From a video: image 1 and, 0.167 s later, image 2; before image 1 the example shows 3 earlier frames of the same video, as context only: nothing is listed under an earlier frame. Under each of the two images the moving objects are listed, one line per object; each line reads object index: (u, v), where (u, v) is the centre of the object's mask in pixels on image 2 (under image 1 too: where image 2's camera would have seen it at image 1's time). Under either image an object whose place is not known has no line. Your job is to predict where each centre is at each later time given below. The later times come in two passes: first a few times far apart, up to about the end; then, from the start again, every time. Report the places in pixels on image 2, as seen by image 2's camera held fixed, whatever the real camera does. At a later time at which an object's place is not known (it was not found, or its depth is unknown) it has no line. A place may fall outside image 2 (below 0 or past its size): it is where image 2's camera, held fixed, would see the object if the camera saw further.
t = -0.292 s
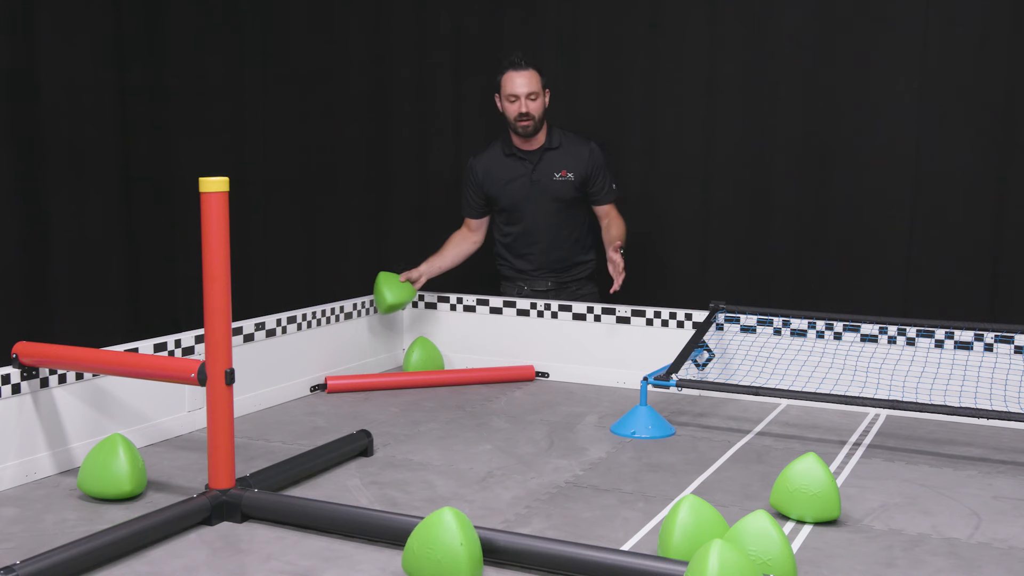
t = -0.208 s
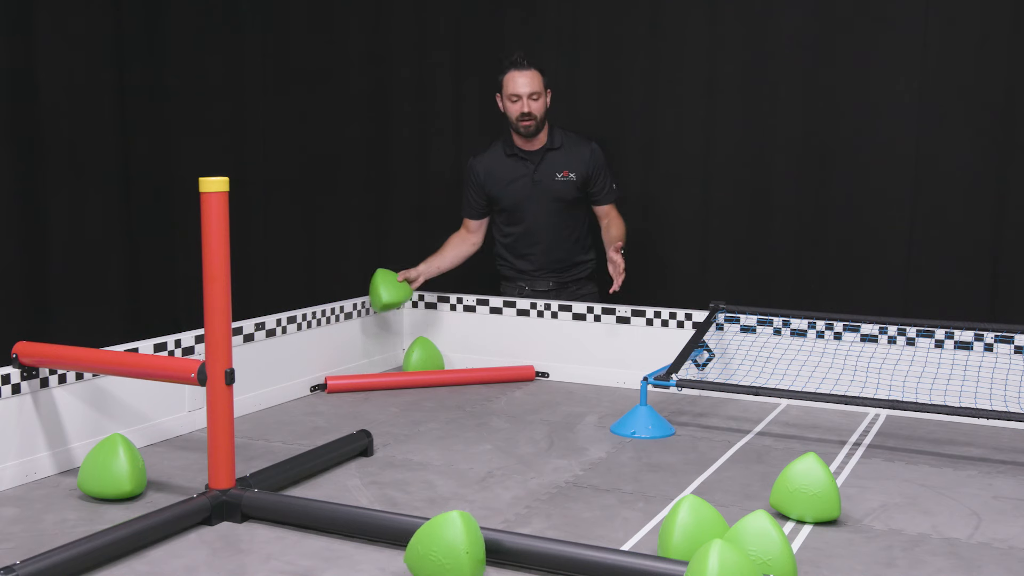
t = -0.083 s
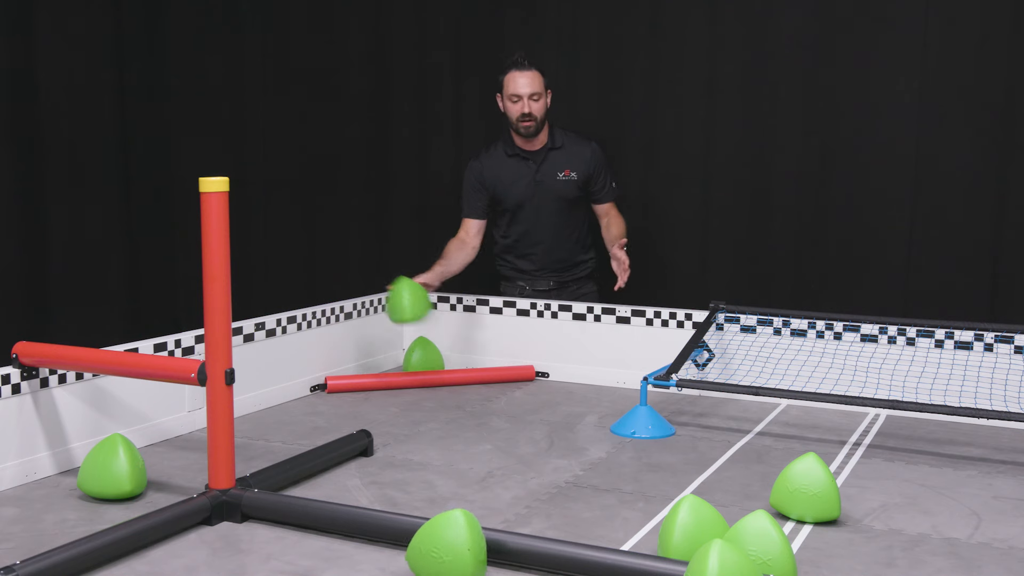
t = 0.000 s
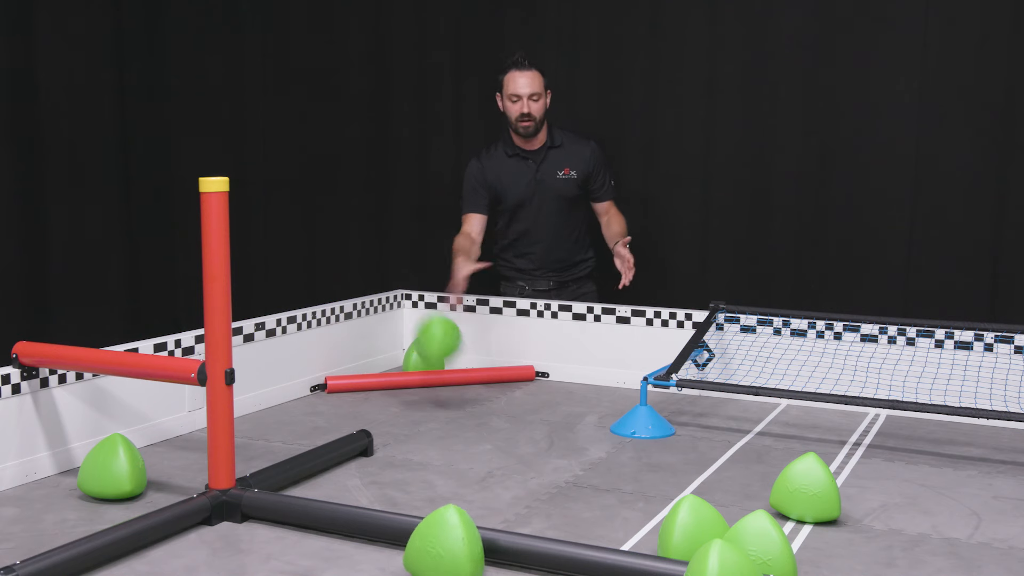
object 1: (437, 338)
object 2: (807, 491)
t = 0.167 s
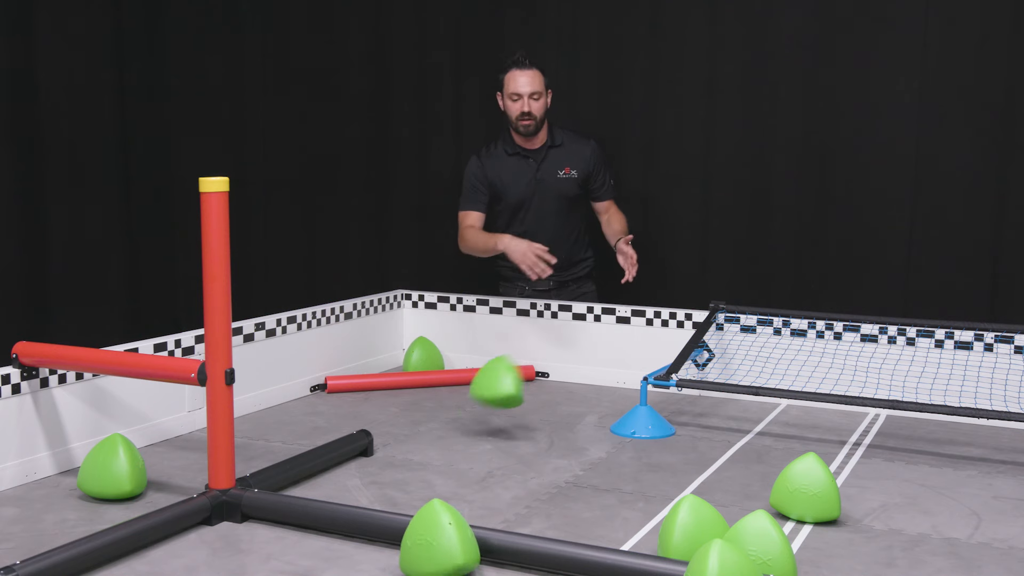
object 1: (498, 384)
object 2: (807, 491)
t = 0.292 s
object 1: (548, 388)
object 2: (807, 491)
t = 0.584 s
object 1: (693, 456)
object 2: (807, 491)
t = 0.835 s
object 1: (772, 467)
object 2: (820, 492)
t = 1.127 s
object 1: (809, 456)
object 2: (834, 498)
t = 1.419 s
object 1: (845, 453)
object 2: (829, 476)
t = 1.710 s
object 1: (897, 465)
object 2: (835, 497)
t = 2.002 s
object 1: (900, 455)
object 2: (819, 490)
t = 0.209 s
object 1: (514, 378)
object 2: (807, 491)
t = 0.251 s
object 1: (531, 380)
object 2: (807, 491)
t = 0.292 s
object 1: (548, 388)
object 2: (807, 491)
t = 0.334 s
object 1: (563, 403)
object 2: (807, 491)
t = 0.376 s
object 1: (578, 422)
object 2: (807, 491)
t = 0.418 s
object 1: (597, 436)
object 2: (807, 491)
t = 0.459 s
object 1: (621, 437)
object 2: (807, 491)
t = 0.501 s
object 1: (646, 446)
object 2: (807, 491)
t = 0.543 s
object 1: (668, 449)
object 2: (807, 491)
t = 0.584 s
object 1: (693, 456)
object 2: (807, 491)
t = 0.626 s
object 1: (712, 454)
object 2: (807, 491)
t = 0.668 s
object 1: (729, 449)
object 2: (807, 491)
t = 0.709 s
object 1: (747, 451)
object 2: (807, 491)
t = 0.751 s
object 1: (763, 458)
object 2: (807, 491)
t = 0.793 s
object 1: (768, 463)
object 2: (812, 490)
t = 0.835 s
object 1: (772, 467)
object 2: (820, 492)
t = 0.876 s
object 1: (782, 465)
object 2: (829, 499)
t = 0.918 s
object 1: (789, 464)
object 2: (833, 499)
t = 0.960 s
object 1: (795, 462)
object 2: (836, 499)
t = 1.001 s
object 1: (800, 460)
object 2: (838, 498)
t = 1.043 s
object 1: (804, 459)
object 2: (837, 498)
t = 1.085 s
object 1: (807, 458)
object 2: (837, 498)
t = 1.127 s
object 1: (809, 456)
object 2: (834, 498)
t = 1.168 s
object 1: (811, 454)
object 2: (830, 497)
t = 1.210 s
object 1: (816, 451)
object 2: (825, 494)
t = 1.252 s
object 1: (823, 449)
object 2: (821, 492)
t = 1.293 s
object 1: (830, 449)
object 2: (819, 490)
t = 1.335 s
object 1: (835, 450)
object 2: (818, 489)
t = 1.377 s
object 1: (841, 451)
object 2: (826, 476)
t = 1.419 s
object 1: (845, 453)
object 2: (829, 476)
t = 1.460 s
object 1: (851, 455)
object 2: (833, 478)
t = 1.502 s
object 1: (858, 457)
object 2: (825, 496)
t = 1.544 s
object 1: (867, 461)
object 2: (829, 497)
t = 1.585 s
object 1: (877, 466)
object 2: (832, 498)
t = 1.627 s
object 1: (886, 468)
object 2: (834, 498)
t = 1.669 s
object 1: (892, 467)
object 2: (835, 498)
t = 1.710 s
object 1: (897, 465)
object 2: (835, 497)
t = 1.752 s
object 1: (901, 464)
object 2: (834, 497)
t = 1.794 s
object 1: (903, 463)
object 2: (831, 497)
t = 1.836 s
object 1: (904, 463)
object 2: (828, 496)
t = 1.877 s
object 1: (904, 462)
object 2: (824, 494)
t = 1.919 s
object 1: (903, 459)
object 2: (821, 492)
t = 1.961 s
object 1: (902, 457)
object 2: (819, 490)
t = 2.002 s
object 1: (900, 455)
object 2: (819, 490)
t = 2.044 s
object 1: (897, 454)
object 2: (819, 490)
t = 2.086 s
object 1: (893, 454)
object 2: (821, 492)
